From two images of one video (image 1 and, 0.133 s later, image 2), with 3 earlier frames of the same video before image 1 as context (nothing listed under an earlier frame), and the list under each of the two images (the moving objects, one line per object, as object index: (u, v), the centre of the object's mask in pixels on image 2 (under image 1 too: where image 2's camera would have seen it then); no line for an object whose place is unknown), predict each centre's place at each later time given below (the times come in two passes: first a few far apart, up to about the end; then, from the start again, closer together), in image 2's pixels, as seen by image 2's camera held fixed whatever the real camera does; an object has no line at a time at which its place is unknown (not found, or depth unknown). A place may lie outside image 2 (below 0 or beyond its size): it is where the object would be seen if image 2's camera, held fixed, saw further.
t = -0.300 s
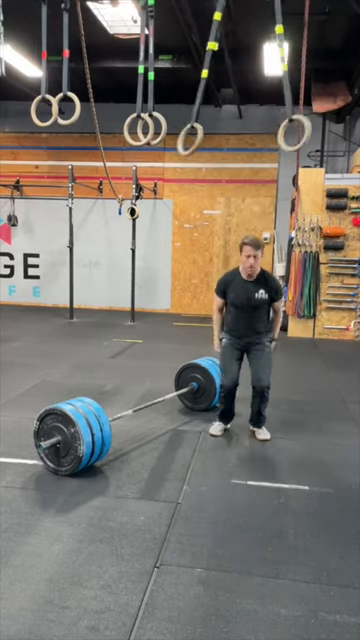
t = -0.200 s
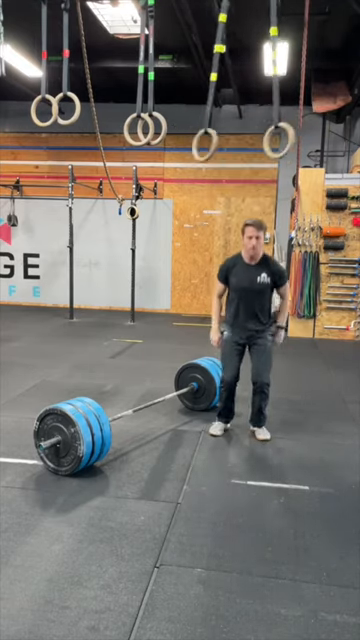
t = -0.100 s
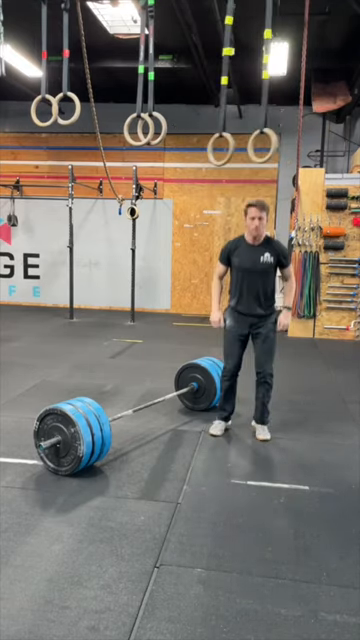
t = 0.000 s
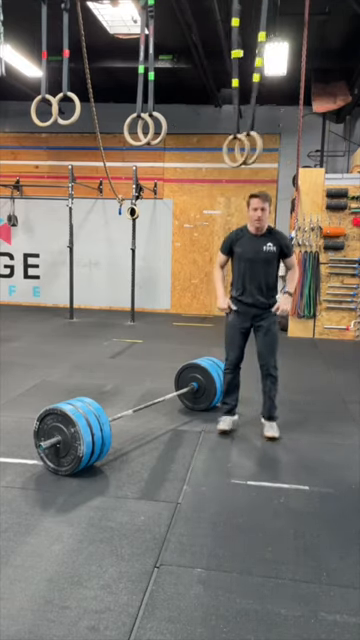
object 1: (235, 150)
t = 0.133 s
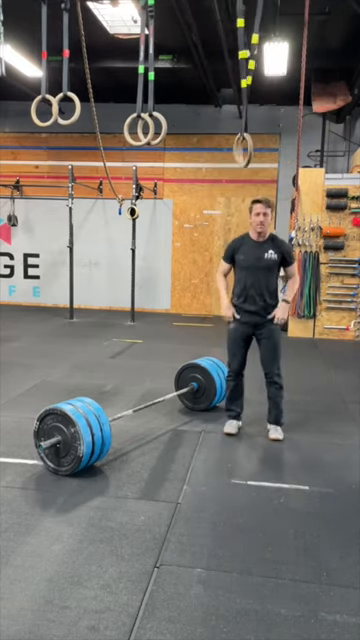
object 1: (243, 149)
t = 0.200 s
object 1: (243, 149)
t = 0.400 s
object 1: (244, 149)
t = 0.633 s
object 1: (239, 150)
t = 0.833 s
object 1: (228, 150)
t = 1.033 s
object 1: (217, 148)
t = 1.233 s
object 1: (210, 145)
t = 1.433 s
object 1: (211, 145)
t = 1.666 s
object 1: (220, 148)
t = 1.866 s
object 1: (230, 150)
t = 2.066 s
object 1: (230, 150)
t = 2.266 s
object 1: (227, 151)
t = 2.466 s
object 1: (232, 151)
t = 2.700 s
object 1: (224, 151)
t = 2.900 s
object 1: (219, 150)
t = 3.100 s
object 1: (218, 147)
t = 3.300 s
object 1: (220, 145)
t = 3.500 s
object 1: (225, 145)
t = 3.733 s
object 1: (222, 148)
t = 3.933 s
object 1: (223, 150)
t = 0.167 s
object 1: (243, 149)
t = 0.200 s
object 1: (243, 149)
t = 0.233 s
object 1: (243, 148)
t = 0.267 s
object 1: (244, 148)
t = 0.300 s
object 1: (244, 148)
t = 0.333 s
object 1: (244, 148)
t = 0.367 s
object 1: (245, 148)
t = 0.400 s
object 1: (244, 149)
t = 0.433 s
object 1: (245, 149)
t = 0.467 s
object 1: (245, 149)
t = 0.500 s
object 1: (245, 149)
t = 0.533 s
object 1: (244, 150)
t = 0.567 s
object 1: (242, 150)
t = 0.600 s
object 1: (241, 150)
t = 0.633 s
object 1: (239, 150)
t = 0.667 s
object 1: (237, 150)
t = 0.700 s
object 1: (235, 150)
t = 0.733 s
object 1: (233, 150)
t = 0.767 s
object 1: (231, 150)
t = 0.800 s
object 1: (230, 150)
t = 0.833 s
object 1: (228, 150)
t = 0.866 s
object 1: (226, 150)
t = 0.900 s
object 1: (224, 150)
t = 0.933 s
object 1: (222, 149)
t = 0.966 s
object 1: (220, 149)
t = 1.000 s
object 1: (218, 148)
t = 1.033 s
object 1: (217, 148)
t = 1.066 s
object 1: (215, 147)
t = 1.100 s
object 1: (214, 147)
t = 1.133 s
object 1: (212, 147)
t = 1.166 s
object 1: (211, 146)
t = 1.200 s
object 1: (210, 145)
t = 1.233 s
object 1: (210, 145)
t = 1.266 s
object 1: (210, 145)
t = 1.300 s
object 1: (209, 145)
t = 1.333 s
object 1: (209, 145)
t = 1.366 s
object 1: (210, 145)
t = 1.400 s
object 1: (210, 145)
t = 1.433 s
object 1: (211, 145)
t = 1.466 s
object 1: (211, 146)
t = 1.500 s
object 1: (212, 146)
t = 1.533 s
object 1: (214, 146)
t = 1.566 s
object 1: (215, 147)
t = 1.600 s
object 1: (216, 147)
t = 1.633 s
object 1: (218, 147)
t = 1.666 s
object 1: (220, 148)
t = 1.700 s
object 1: (221, 148)
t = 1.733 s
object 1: (223, 149)
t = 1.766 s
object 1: (225, 149)
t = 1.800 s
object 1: (226, 149)
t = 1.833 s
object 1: (228, 150)
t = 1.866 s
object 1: (230, 150)
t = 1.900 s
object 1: (231, 150)
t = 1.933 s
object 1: (225, 151)
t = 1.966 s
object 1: (226, 152)
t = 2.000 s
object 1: (228, 151)
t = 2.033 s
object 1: (229, 151)
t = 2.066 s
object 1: (230, 150)
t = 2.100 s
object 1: (230, 150)
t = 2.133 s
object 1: (229, 151)
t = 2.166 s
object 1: (229, 149)
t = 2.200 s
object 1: (228, 151)
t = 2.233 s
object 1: (228, 151)
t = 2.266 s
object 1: (227, 151)
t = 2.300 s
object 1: (227, 153)
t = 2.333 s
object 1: (226, 152)
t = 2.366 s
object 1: (235, 151)
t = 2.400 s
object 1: (234, 151)
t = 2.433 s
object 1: (233, 151)
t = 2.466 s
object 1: (232, 151)
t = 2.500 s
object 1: (231, 151)
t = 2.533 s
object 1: (230, 151)
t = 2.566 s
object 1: (229, 151)
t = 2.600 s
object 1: (228, 151)
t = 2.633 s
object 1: (227, 151)
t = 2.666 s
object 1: (226, 151)
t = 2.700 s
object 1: (224, 151)
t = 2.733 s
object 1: (223, 151)
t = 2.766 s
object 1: (222, 151)
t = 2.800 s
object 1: (222, 151)
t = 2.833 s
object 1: (221, 151)
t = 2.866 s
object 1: (220, 150)
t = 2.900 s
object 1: (219, 150)
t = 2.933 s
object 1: (219, 149)
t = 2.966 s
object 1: (219, 149)
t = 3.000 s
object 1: (218, 148)
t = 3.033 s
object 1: (218, 148)
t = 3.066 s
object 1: (218, 147)
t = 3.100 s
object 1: (218, 147)
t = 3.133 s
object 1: (218, 146)
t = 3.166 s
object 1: (218, 146)
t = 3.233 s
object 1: (219, 146)
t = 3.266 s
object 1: (219, 145)
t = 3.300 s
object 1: (220, 145)
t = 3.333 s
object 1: (220, 145)
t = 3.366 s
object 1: (221, 145)
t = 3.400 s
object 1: (222, 145)
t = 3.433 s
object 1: (223, 145)
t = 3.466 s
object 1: (224, 144)
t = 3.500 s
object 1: (225, 145)
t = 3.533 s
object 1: (226, 145)
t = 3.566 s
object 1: (226, 145)
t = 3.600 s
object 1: (227, 145)
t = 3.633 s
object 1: (228, 146)
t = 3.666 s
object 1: (228, 147)
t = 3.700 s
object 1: (229, 147)
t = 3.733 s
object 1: (222, 148)
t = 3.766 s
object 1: (222, 149)
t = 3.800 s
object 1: (223, 146)
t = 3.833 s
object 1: (223, 147)
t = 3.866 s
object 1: (223, 148)
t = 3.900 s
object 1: (223, 150)
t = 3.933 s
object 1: (223, 150)
